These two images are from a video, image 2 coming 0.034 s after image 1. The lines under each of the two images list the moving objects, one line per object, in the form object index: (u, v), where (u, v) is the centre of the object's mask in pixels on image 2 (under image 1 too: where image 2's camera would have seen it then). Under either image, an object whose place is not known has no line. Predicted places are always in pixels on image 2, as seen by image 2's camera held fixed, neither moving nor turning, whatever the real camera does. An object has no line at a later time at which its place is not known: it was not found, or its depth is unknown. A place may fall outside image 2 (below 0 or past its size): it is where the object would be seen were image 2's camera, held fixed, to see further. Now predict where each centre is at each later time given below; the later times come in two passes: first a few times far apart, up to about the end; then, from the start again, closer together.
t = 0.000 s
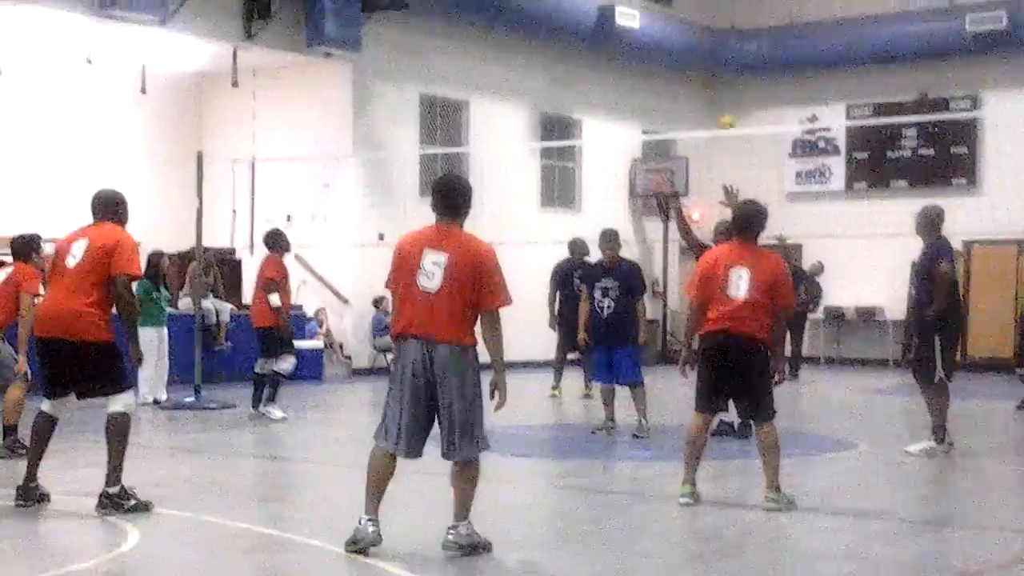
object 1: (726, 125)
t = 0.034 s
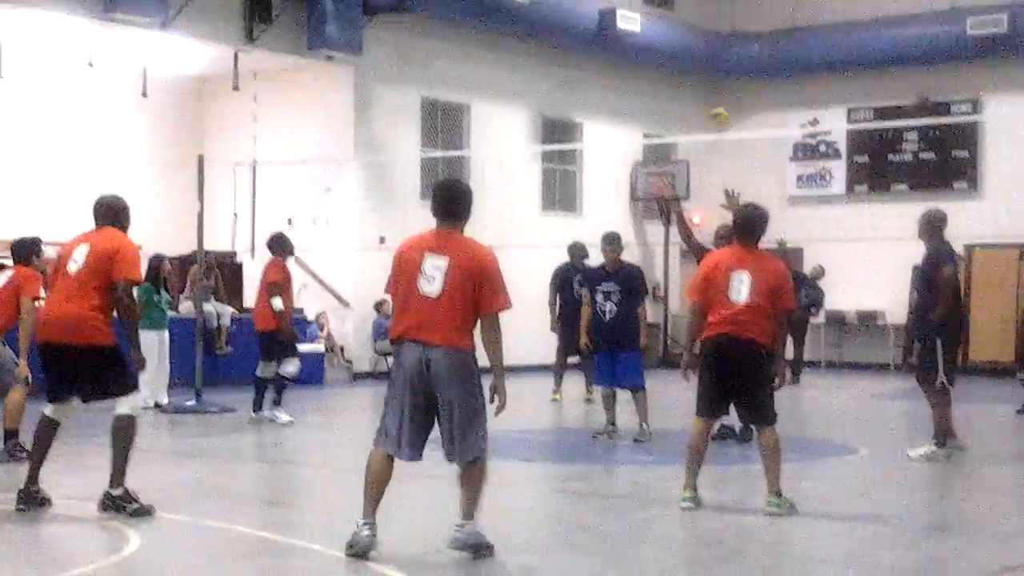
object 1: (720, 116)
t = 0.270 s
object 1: (651, 54)
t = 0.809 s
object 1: (322, 203)
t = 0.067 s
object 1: (711, 103)
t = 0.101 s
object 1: (703, 92)
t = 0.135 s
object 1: (692, 82)
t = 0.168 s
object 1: (684, 74)
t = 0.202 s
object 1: (674, 67)
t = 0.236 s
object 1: (663, 61)
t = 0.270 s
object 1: (651, 54)
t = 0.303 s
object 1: (640, 48)
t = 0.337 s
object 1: (626, 42)
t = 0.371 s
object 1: (614, 40)
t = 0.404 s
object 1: (599, 38)
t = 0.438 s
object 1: (584, 40)
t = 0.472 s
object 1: (568, 39)
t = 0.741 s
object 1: (396, 136)
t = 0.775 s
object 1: (365, 164)
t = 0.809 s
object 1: (322, 203)
